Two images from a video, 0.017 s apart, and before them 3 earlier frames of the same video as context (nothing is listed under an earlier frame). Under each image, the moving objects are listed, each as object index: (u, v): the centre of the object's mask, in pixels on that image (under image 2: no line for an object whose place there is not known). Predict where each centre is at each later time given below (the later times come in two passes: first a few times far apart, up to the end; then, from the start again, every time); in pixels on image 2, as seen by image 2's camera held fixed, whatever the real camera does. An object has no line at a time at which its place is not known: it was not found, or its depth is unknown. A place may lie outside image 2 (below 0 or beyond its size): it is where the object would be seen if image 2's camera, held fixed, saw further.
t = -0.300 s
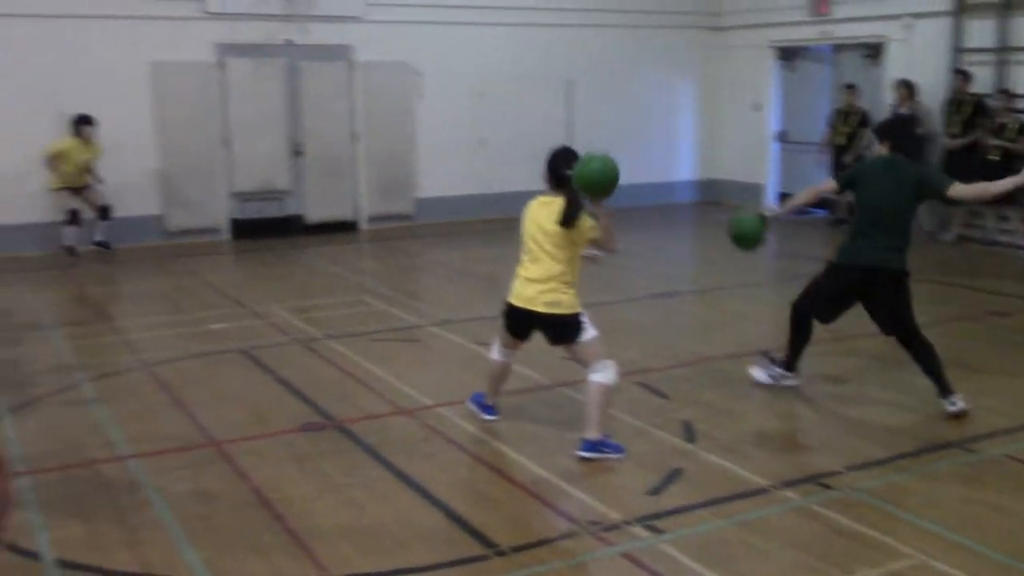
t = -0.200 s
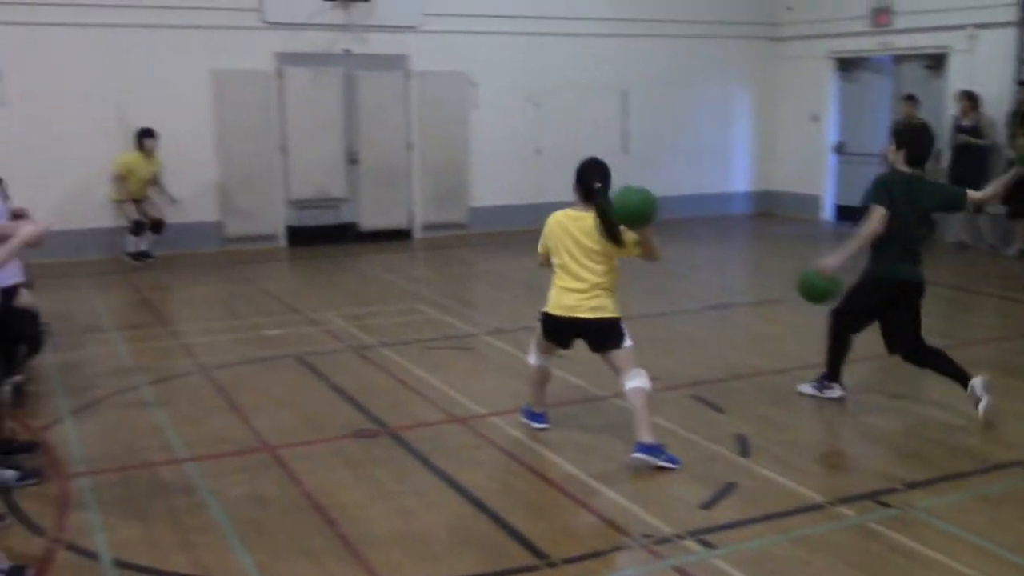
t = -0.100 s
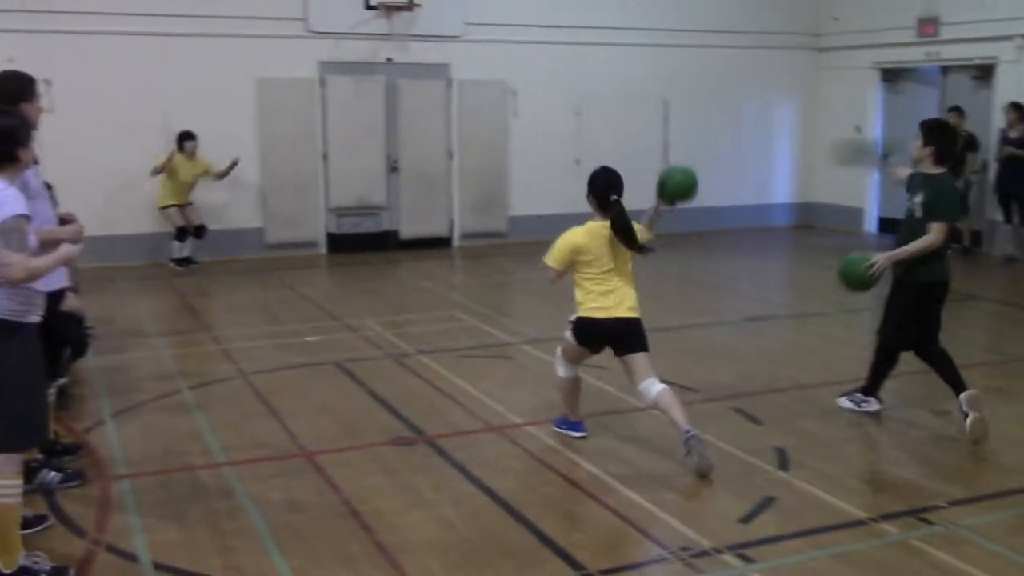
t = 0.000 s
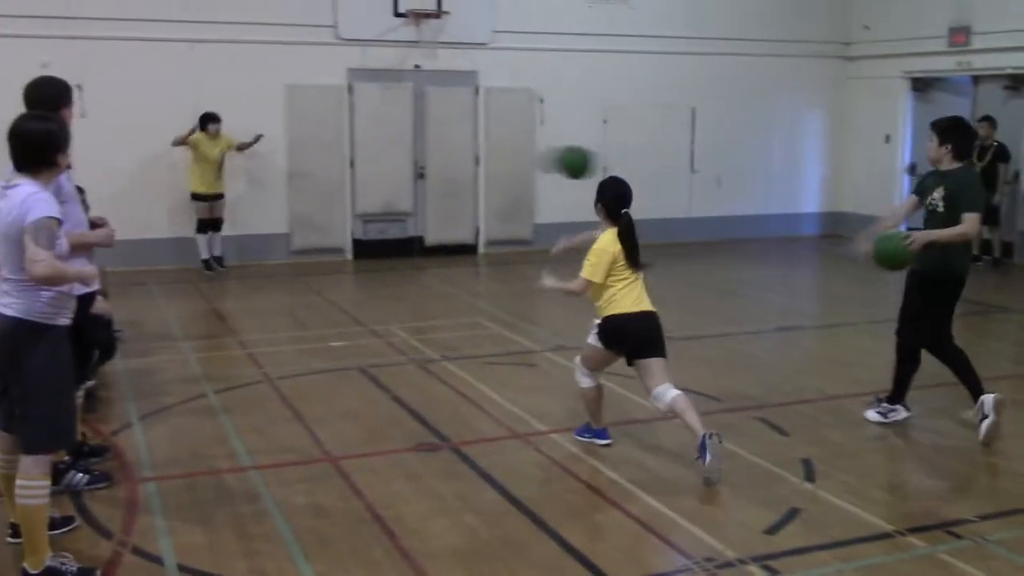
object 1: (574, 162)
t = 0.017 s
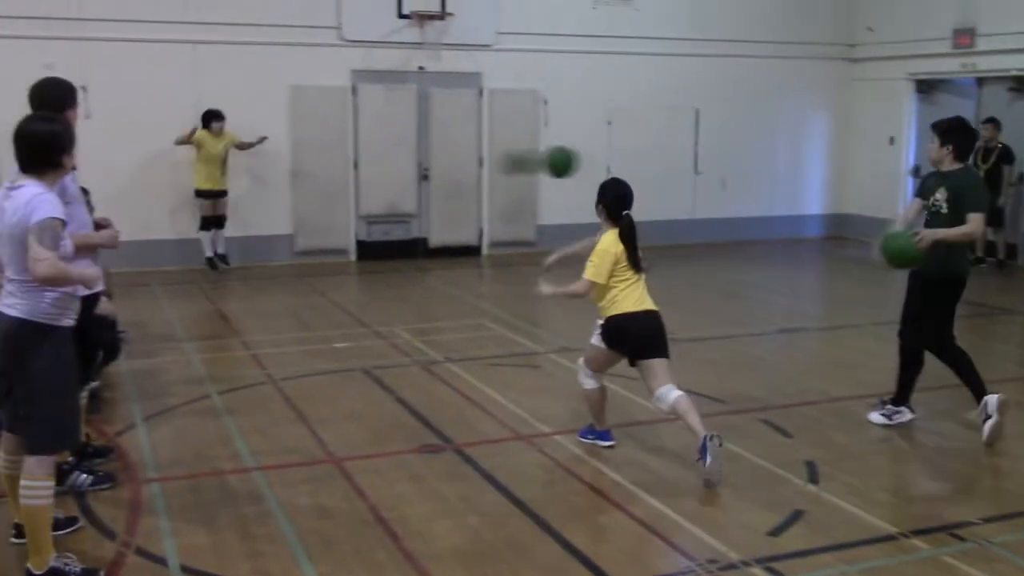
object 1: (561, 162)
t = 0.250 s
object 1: (367, 175)
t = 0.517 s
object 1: (266, 233)
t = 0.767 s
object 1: (277, 261)
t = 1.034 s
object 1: (284, 293)
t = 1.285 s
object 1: (291, 311)
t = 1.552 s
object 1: (300, 357)
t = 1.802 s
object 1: (311, 400)
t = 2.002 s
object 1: (324, 451)
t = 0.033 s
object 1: (542, 160)
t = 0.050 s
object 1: (524, 159)
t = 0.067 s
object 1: (507, 158)
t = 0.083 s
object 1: (490, 159)
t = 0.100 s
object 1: (476, 159)
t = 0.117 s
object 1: (460, 160)
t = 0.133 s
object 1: (447, 161)
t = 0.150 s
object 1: (434, 163)
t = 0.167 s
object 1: (421, 165)
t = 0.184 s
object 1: (409, 167)
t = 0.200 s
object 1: (397, 168)
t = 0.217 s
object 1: (386, 171)
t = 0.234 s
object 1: (376, 172)
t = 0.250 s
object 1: (367, 175)
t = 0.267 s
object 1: (357, 178)
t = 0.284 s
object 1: (347, 180)
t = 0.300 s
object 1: (339, 183)
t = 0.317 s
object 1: (332, 187)
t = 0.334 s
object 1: (324, 190)
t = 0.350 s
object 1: (317, 193)
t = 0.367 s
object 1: (309, 197)
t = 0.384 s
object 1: (302, 201)
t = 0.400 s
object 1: (295, 206)
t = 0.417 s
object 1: (289, 209)
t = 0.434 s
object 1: (282, 214)
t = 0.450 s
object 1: (276, 218)
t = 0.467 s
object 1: (270, 222)
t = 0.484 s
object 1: (265, 227)
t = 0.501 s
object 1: (265, 230)
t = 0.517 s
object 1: (266, 233)
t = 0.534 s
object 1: (267, 238)
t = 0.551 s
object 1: (268, 242)
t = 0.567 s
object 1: (270, 246)
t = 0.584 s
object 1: (271, 251)
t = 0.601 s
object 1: (273, 257)
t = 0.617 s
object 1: (274, 263)
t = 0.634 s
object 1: (275, 269)
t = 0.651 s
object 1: (276, 270)
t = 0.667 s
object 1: (276, 269)
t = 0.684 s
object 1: (276, 266)
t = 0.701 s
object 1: (276, 265)
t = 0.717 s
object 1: (277, 263)
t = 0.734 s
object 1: (277, 262)
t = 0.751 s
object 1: (277, 260)
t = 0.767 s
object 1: (277, 261)
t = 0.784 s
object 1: (278, 260)
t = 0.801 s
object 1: (278, 260)
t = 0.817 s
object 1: (278, 260)
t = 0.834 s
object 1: (279, 260)
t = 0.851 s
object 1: (279, 261)
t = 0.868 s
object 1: (280, 262)
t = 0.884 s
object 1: (280, 264)
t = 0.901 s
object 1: (281, 265)
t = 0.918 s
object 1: (281, 267)
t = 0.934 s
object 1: (281, 269)
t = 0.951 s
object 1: (281, 273)
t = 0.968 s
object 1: (282, 275)
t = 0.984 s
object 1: (283, 279)
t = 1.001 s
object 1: (283, 284)
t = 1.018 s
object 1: (284, 289)
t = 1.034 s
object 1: (284, 293)
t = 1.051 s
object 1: (285, 298)
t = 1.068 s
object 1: (285, 304)
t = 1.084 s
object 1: (286, 309)
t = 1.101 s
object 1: (286, 310)
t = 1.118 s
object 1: (286, 308)
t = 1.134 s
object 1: (287, 307)
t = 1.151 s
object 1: (287, 306)
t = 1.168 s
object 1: (288, 305)
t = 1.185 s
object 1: (288, 305)
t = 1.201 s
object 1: (289, 305)
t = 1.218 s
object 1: (289, 306)
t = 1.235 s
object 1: (289, 307)
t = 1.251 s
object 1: (290, 308)
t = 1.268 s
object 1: (290, 309)
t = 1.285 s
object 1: (291, 311)
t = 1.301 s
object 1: (291, 314)
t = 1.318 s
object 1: (292, 317)
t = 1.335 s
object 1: (293, 320)
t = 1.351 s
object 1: (293, 324)
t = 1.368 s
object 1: (294, 329)
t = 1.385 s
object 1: (294, 333)
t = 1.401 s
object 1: (295, 337)
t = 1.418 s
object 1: (295, 345)
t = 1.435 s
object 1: (296, 350)
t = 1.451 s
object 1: (296, 352)
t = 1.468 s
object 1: (297, 351)
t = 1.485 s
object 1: (297, 351)
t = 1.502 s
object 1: (298, 351)
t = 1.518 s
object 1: (298, 352)
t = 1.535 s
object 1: (299, 355)
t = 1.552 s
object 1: (300, 357)
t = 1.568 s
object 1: (300, 358)
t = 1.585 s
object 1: (301, 361)
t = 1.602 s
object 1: (302, 364)
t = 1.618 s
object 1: (302, 369)
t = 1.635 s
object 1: (303, 373)
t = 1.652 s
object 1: (304, 378)
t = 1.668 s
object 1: (305, 384)
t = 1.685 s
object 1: (305, 389)
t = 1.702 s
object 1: (306, 389)
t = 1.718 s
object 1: (307, 390)
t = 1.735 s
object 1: (308, 391)
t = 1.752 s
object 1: (309, 392)
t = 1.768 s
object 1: (309, 394)
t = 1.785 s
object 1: (310, 397)
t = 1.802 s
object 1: (311, 400)
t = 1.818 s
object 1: (312, 404)
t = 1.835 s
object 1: (313, 408)
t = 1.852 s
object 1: (314, 413)
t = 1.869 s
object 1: (315, 420)
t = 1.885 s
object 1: (316, 426)
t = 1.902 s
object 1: (317, 429)
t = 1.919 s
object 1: (318, 432)
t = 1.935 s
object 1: (319, 434)
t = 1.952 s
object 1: (320, 436)
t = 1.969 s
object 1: (321, 440)
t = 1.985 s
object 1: (322, 444)
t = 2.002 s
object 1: (324, 451)
